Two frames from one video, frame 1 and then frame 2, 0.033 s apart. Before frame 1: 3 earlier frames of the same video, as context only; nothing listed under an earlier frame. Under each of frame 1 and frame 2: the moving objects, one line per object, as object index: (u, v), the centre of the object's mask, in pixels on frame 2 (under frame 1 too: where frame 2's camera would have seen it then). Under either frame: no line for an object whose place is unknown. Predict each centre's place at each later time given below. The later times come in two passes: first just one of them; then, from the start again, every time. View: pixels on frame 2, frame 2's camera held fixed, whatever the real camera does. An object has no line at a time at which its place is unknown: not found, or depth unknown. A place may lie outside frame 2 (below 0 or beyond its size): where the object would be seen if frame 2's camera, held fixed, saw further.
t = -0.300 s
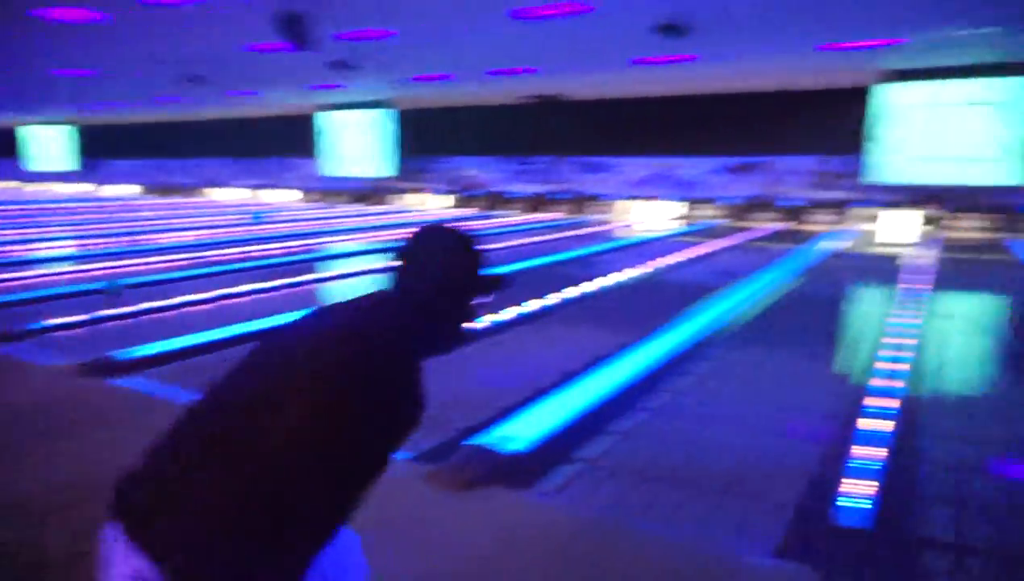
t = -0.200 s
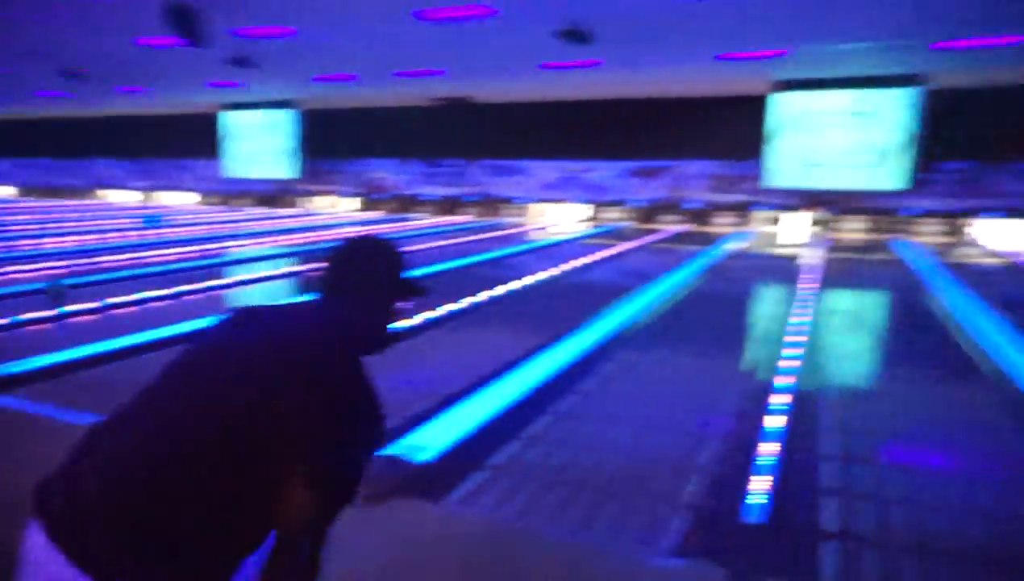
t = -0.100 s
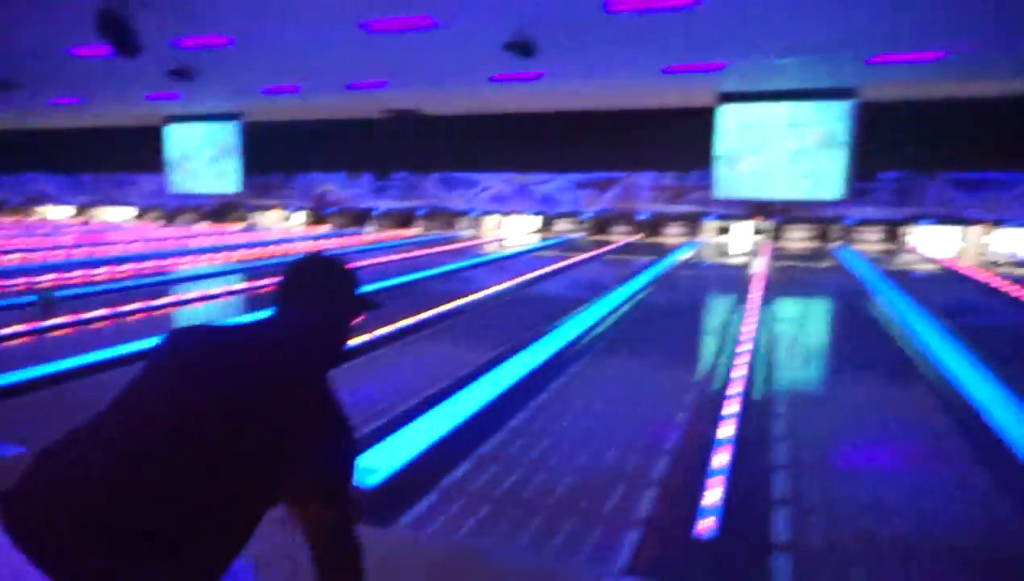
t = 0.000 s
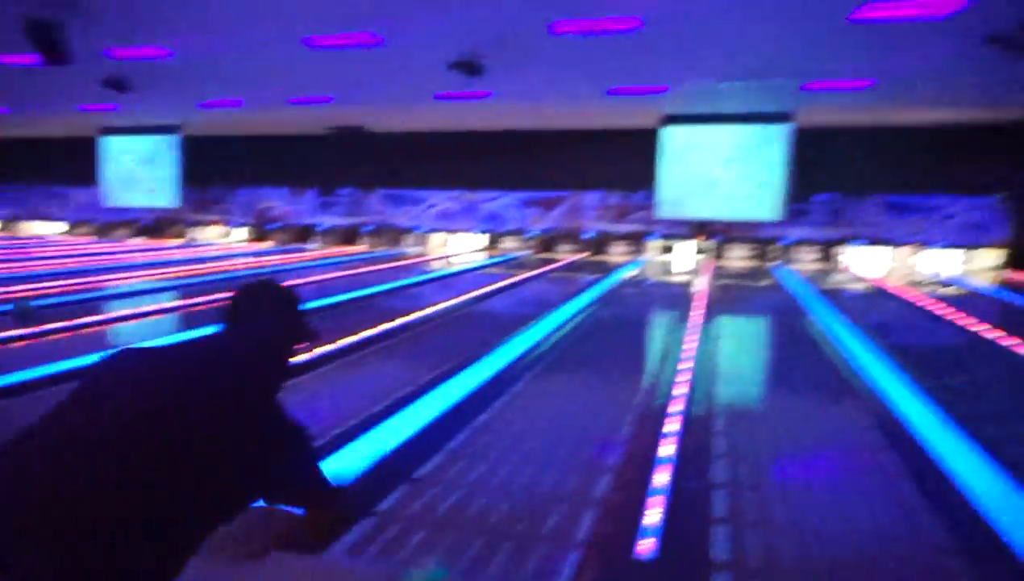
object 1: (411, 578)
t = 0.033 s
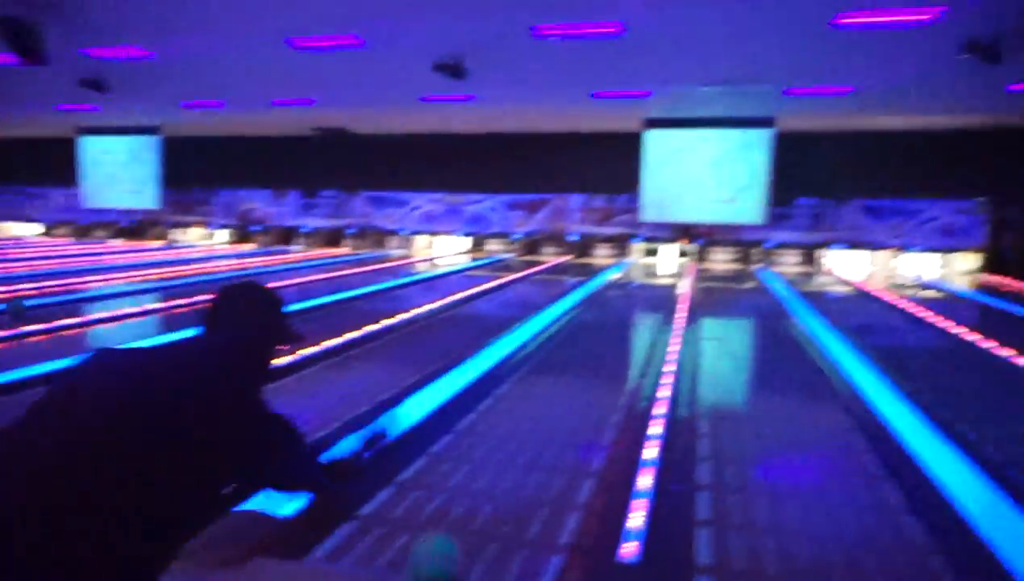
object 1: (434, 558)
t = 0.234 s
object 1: (520, 439)
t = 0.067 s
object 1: (455, 525)
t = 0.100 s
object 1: (472, 506)
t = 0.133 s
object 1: (487, 487)
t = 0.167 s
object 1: (500, 465)
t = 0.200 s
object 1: (512, 452)
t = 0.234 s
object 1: (520, 439)
